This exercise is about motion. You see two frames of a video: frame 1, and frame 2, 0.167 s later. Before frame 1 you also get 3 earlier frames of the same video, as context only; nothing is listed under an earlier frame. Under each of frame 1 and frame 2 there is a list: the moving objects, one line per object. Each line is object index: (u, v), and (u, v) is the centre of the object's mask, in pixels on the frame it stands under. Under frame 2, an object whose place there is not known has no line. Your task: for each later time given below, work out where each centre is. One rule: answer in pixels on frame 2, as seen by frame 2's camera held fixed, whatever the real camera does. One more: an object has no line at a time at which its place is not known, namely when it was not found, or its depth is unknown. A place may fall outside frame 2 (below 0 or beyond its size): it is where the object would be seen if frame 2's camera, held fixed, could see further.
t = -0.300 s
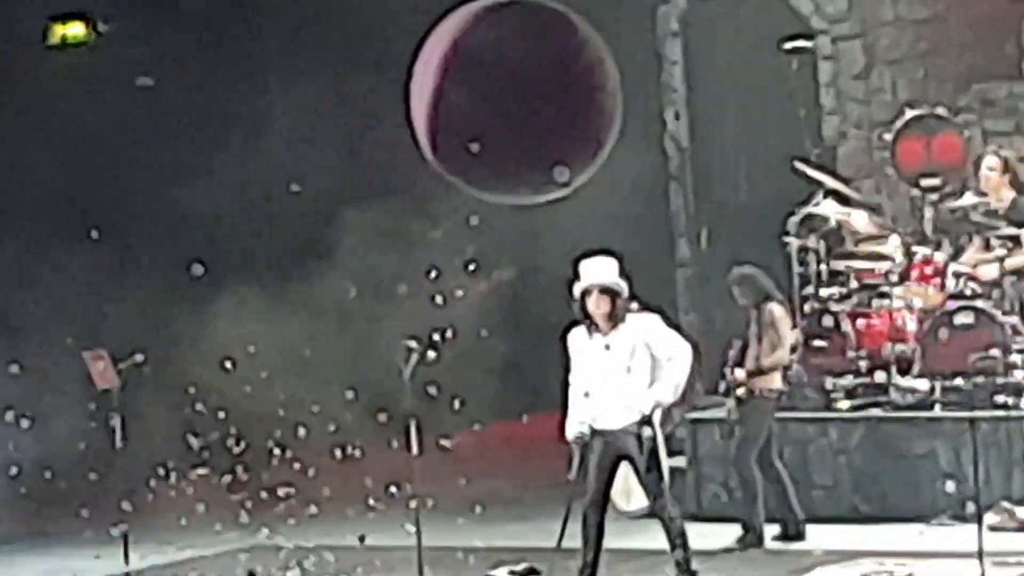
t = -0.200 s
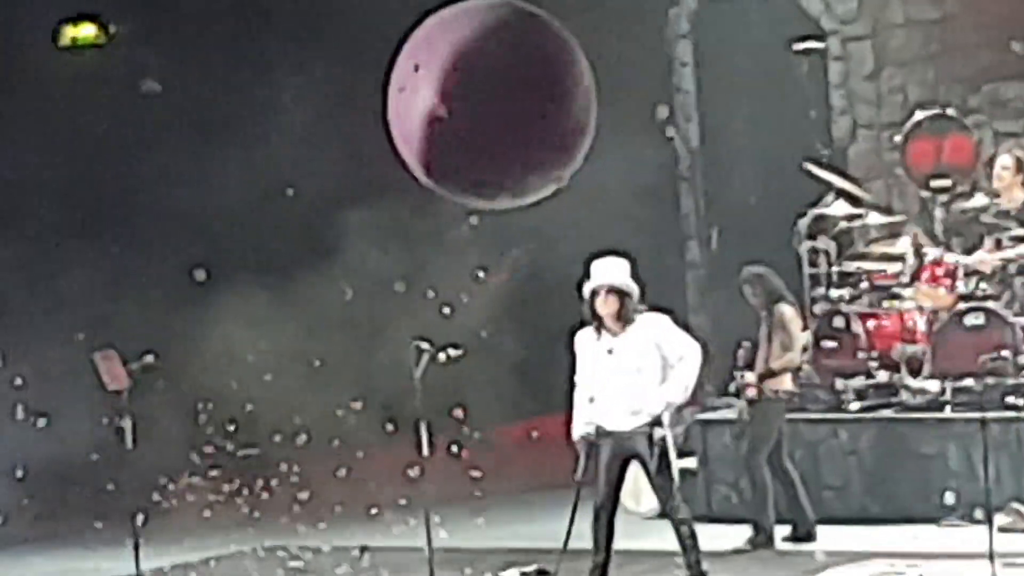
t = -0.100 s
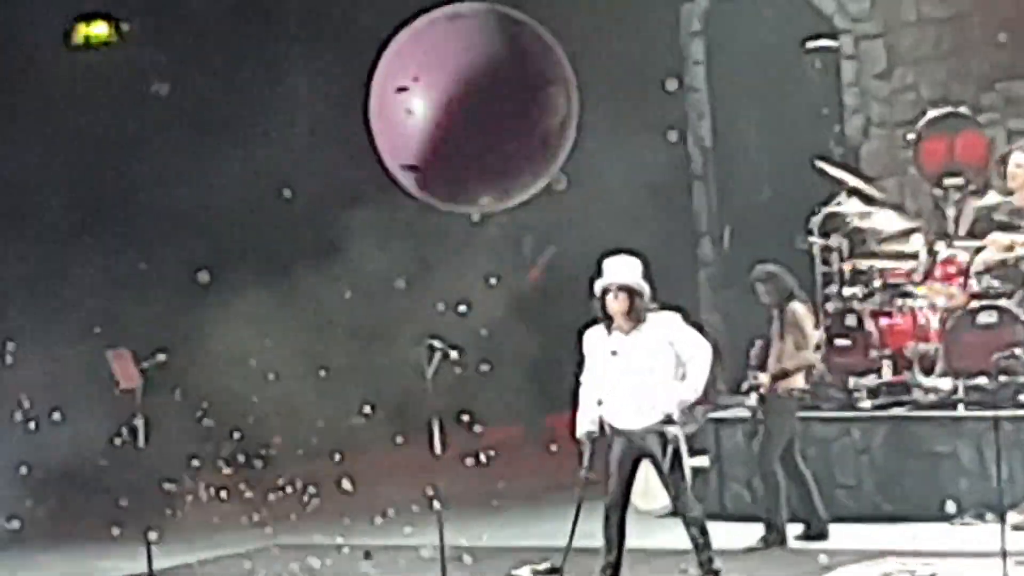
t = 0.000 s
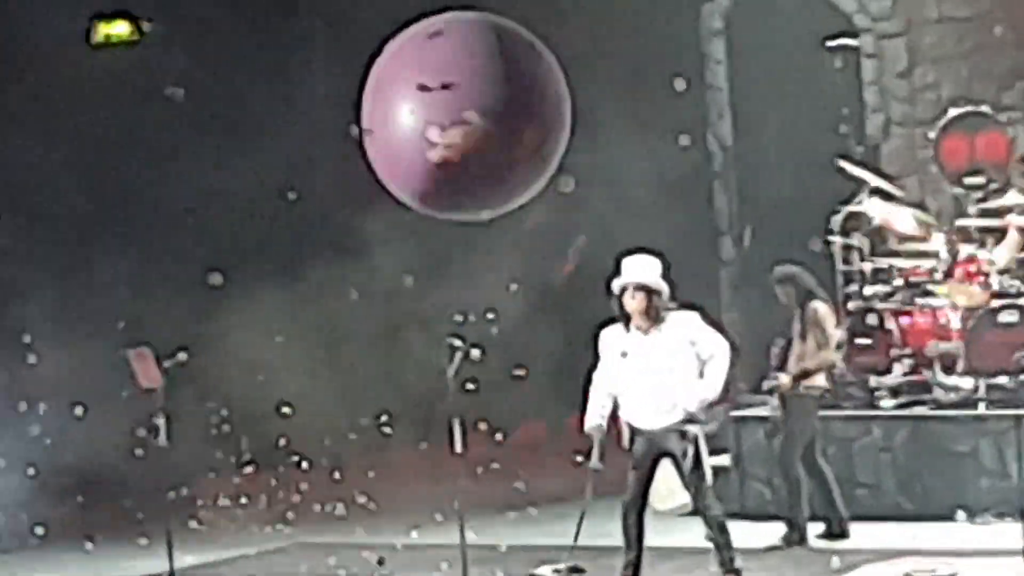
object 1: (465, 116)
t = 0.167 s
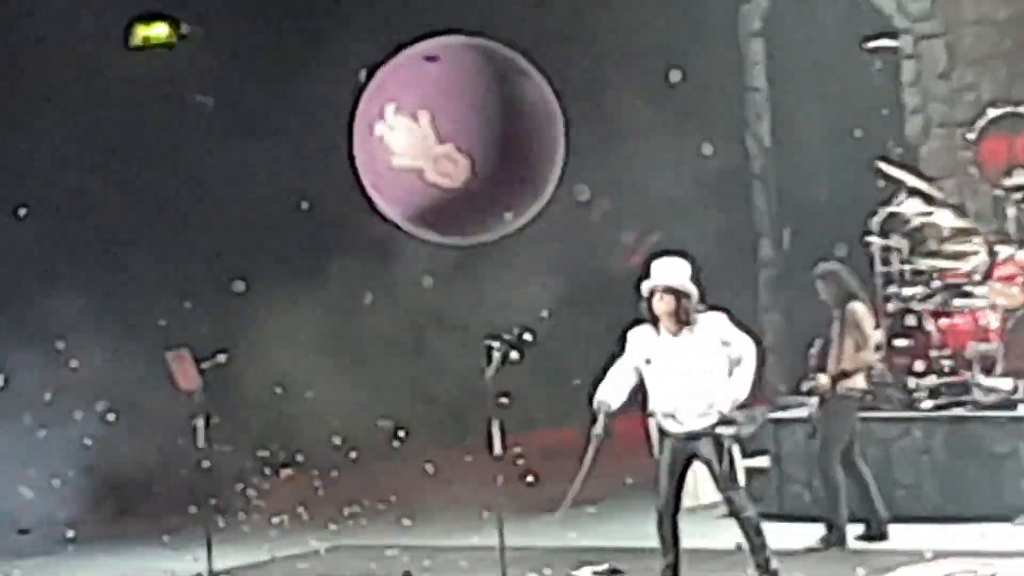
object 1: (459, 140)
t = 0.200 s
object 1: (451, 145)
